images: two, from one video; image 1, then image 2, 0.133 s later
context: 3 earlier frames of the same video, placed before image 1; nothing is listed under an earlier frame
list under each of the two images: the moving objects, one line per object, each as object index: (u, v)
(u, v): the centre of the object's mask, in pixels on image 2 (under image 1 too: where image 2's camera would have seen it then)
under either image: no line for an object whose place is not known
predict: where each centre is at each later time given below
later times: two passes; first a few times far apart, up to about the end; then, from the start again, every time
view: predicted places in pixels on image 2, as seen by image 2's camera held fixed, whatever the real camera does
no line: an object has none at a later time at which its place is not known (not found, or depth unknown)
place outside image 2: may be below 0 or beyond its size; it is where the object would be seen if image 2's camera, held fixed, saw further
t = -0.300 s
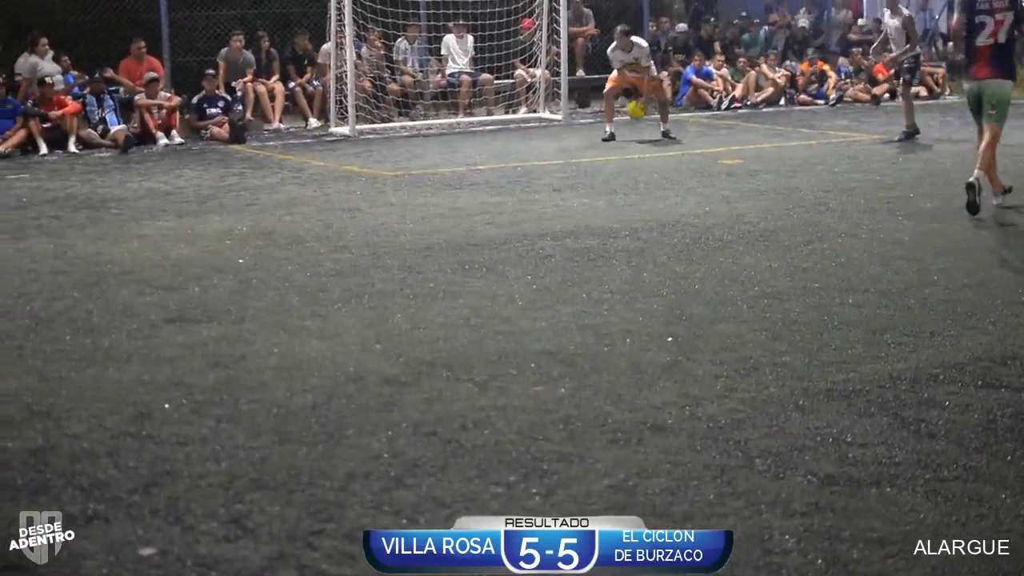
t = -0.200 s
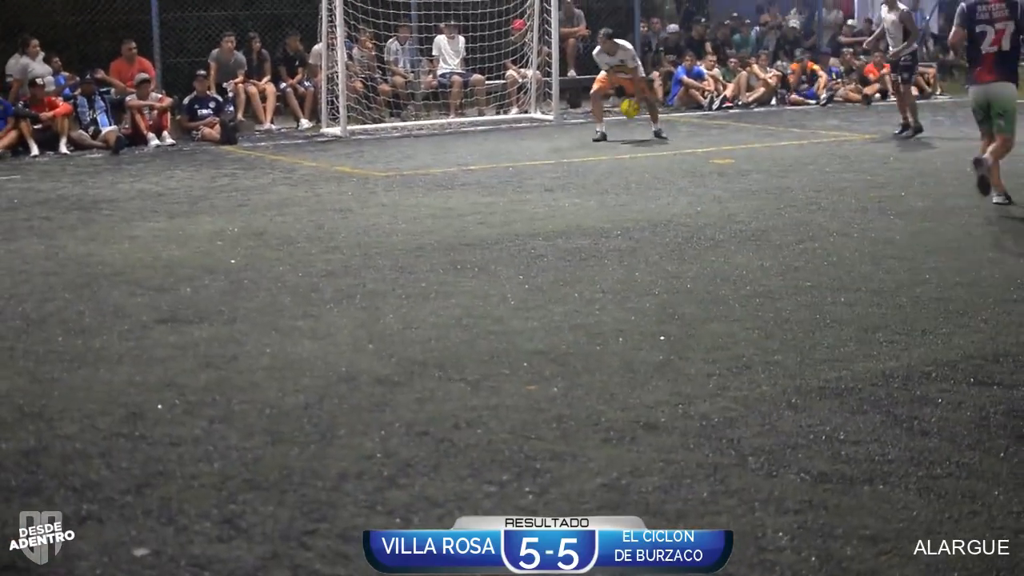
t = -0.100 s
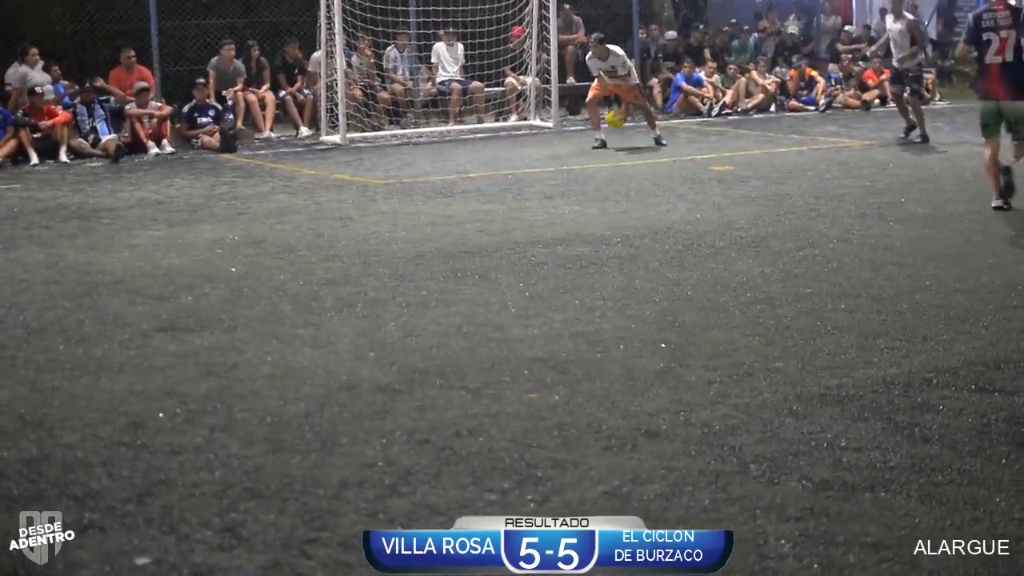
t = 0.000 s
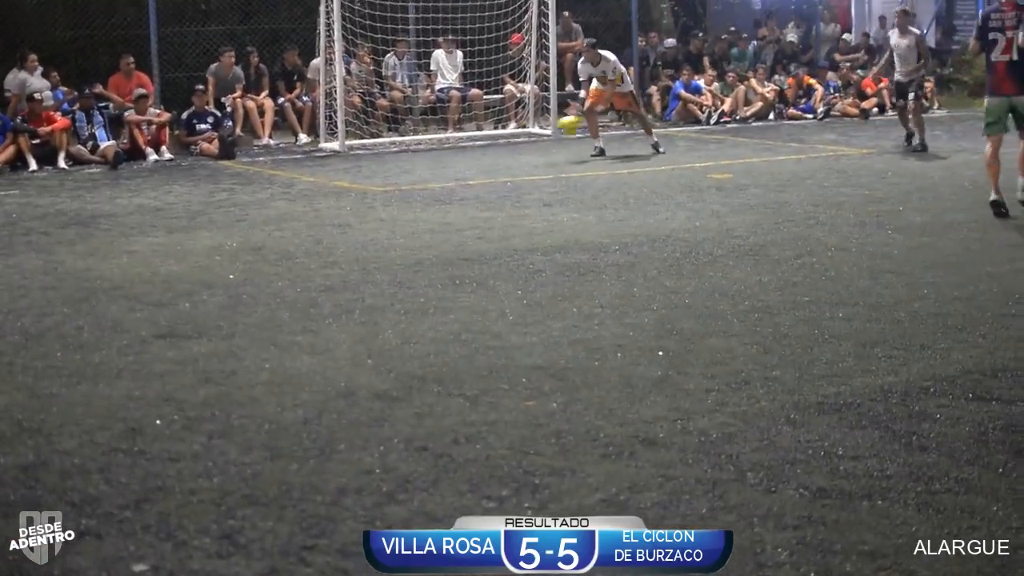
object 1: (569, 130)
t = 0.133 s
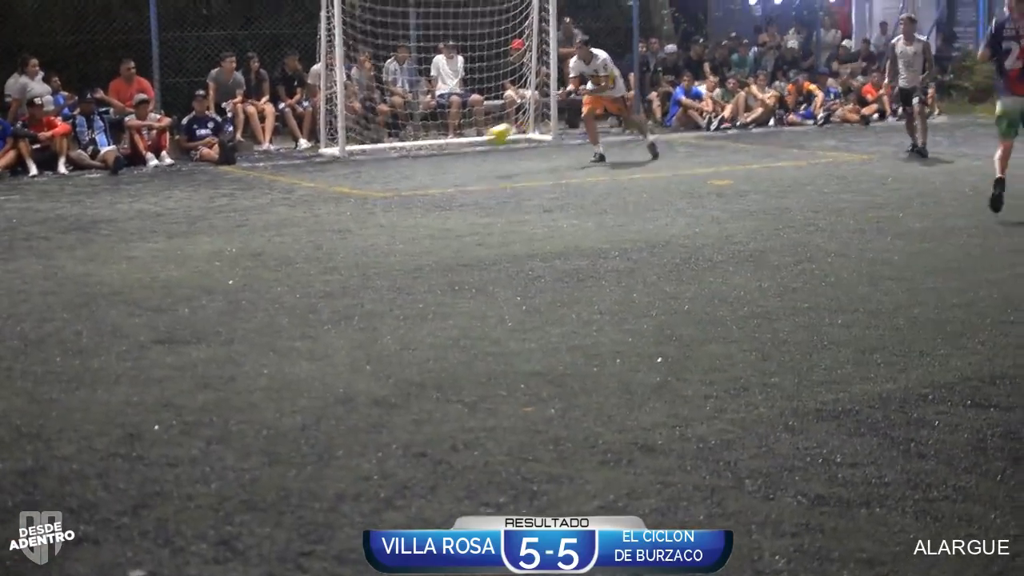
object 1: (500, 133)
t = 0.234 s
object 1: (442, 151)
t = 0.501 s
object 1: (309, 175)
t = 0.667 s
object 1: (234, 193)
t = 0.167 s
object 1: (482, 137)
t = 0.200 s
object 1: (461, 143)
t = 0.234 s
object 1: (442, 151)
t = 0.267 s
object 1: (422, 157)
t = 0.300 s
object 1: (403, 167)
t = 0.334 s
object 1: (382, 177)
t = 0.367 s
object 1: (366, 176)
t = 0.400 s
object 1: (353, 174)
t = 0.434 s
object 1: (339, 173)
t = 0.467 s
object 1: (324, 174)
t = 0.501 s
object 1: (309, 175)
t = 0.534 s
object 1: (294, 178)
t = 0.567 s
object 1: (280, 183)
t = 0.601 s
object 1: (265, 188)
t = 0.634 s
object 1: (249, 192)
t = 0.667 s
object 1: (234, 193)
